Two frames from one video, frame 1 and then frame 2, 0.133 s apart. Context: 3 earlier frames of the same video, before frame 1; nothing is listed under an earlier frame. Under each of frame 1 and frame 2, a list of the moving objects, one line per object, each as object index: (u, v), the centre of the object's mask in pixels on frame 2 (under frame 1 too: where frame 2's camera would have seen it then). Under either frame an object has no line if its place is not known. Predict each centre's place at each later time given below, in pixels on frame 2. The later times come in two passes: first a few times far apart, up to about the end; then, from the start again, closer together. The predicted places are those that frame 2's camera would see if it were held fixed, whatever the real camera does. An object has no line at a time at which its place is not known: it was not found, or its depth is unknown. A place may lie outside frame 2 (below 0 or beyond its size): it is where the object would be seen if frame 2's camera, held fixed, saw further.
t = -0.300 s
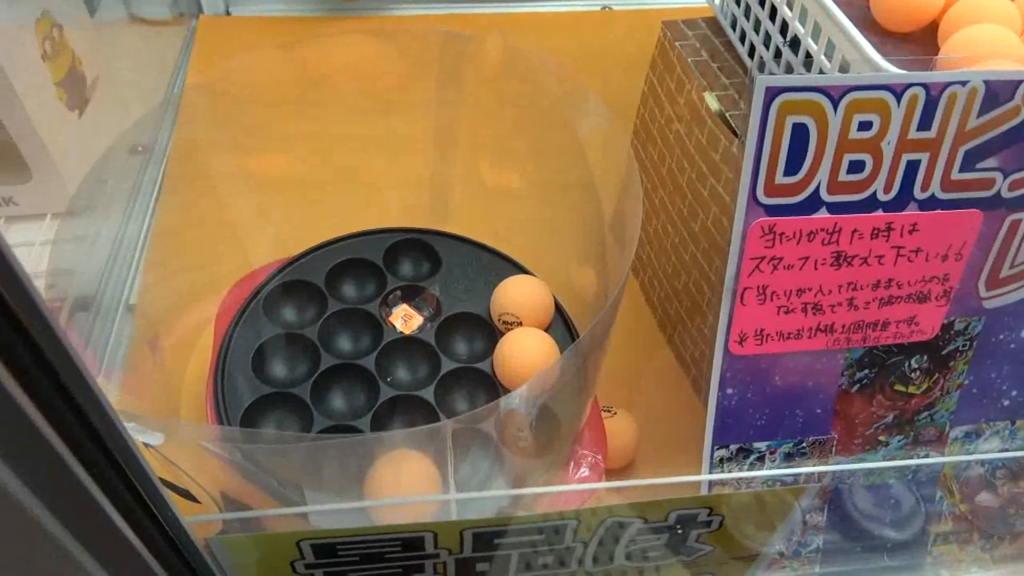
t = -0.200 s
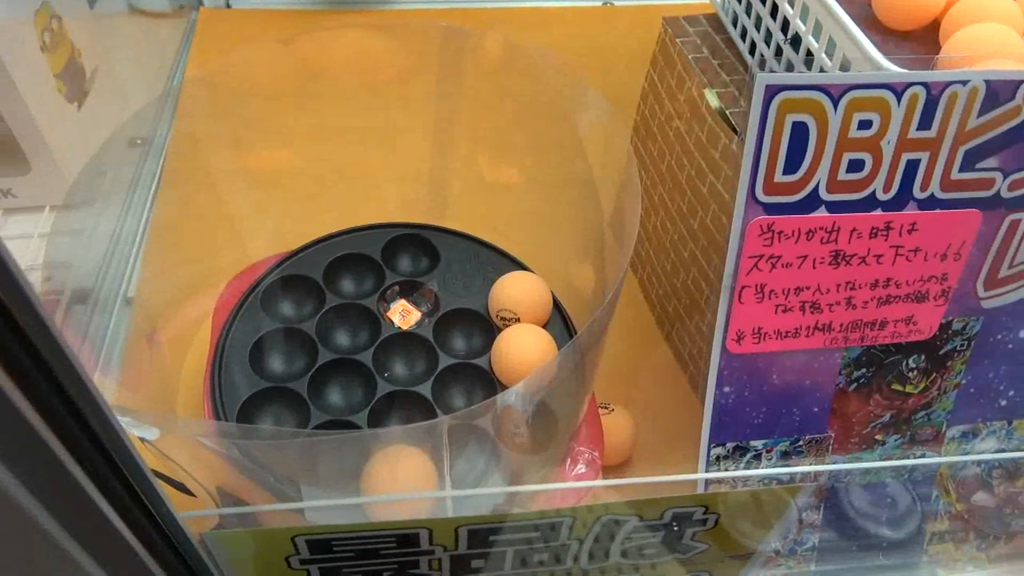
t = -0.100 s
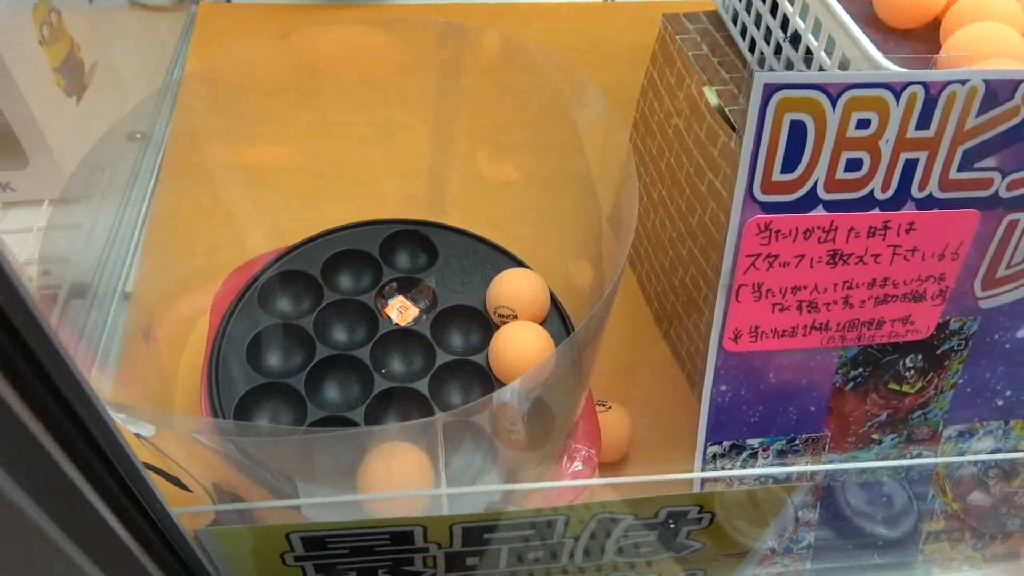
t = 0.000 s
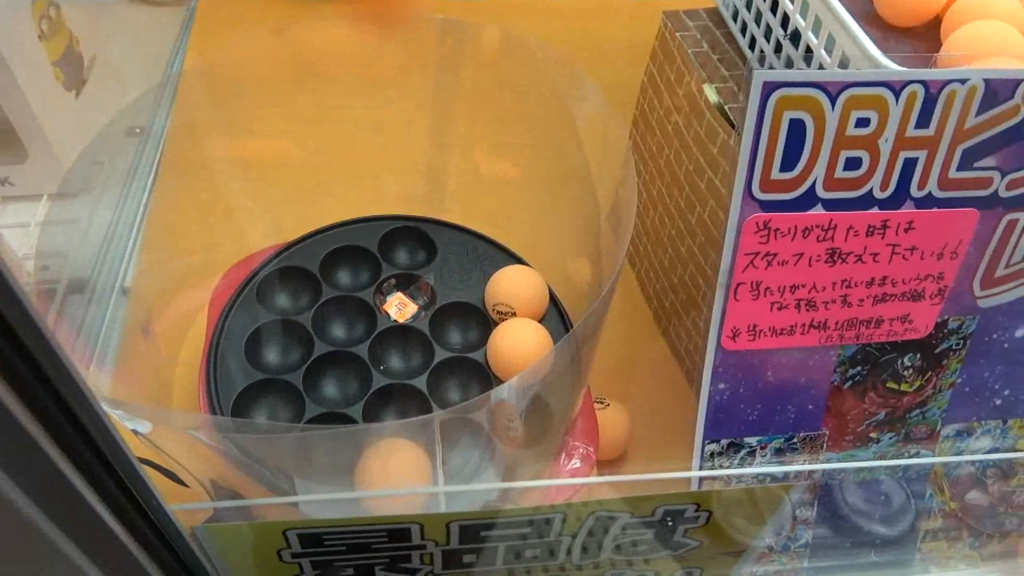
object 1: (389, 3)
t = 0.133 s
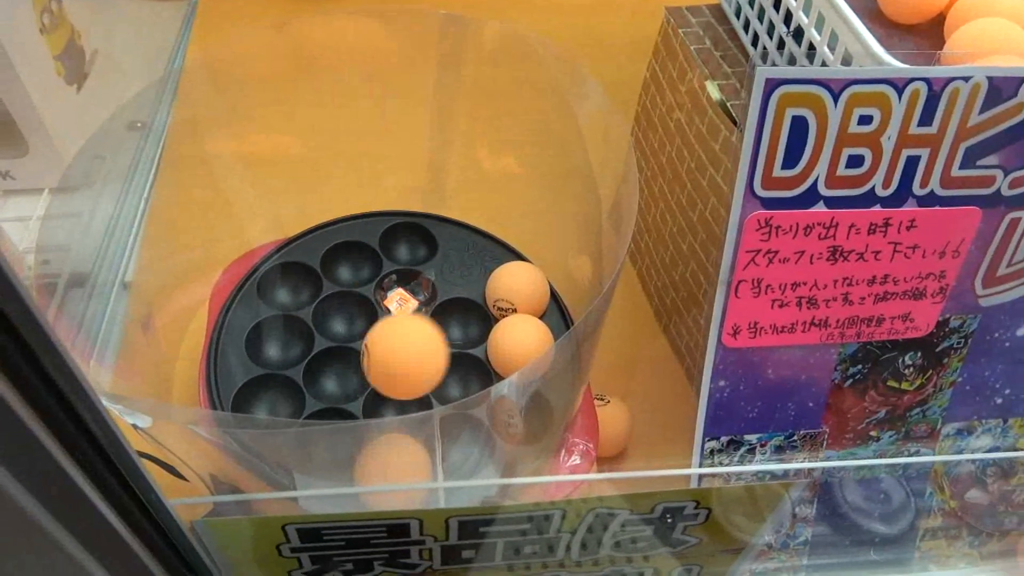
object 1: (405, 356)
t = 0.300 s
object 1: (434, 194)
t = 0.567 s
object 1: (466, 312)
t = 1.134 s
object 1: (462, 317)
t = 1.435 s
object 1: (462, 317)
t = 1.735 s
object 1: (463, 317)
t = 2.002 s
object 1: (463, 317)
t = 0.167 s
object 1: (417, 356)
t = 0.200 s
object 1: (427, 356)
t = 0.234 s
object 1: (429, 338)
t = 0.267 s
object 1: (433, 251)
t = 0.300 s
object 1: (434, 194)
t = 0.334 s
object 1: (439, 161)
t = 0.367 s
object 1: (442, 157)
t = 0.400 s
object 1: (447, 175)
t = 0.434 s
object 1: (451, 209)
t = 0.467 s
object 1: (453, 251)
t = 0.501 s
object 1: (458, 297)
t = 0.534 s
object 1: (463, 315)
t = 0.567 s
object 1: (466, 312)
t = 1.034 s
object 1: (462, 317)
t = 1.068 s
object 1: (462, 317)
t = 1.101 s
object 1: (462, 317)
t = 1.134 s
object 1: (462, 317)
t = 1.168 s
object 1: (462, 317)
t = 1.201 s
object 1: (462, 317)
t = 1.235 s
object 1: (462, 317)
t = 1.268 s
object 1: (462, 317)
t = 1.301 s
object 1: (462, 317)
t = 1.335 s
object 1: (462, 317)
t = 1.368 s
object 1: (462, 317)
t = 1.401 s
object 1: (462, 317)
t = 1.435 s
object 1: (462, 317)
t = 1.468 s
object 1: (462, 317)
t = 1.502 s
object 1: (462, 317)
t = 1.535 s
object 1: (462, 317)
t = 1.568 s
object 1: (463, 317)
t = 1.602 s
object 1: (463, 317)
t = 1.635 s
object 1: (463, 317)
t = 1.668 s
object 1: (463, 317)
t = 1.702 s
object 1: (463, 317)
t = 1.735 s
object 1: (463, 317)
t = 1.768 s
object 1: (463, 317)
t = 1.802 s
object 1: (463, 317)
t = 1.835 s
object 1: (463, 317)
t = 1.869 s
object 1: (463, 317)
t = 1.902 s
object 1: (463, 317)
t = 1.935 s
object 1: (463, 317)
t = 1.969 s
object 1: (463, 317)
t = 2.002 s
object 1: (463, 317)
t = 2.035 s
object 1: (463, 317)
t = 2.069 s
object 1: (463, 318)
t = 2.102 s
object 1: (463, 318)
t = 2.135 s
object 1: (463, 318)
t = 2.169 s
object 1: (463, 318)
